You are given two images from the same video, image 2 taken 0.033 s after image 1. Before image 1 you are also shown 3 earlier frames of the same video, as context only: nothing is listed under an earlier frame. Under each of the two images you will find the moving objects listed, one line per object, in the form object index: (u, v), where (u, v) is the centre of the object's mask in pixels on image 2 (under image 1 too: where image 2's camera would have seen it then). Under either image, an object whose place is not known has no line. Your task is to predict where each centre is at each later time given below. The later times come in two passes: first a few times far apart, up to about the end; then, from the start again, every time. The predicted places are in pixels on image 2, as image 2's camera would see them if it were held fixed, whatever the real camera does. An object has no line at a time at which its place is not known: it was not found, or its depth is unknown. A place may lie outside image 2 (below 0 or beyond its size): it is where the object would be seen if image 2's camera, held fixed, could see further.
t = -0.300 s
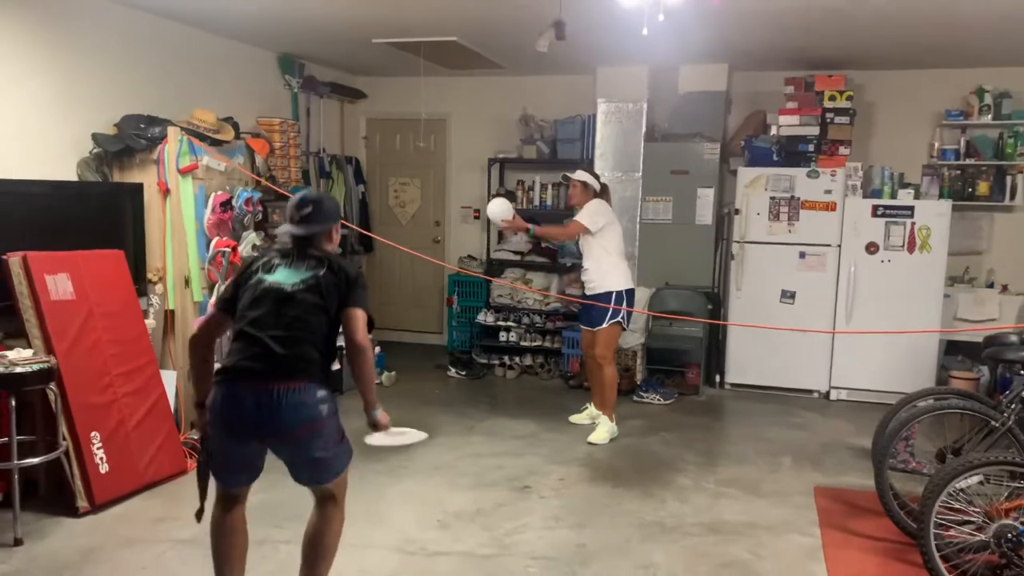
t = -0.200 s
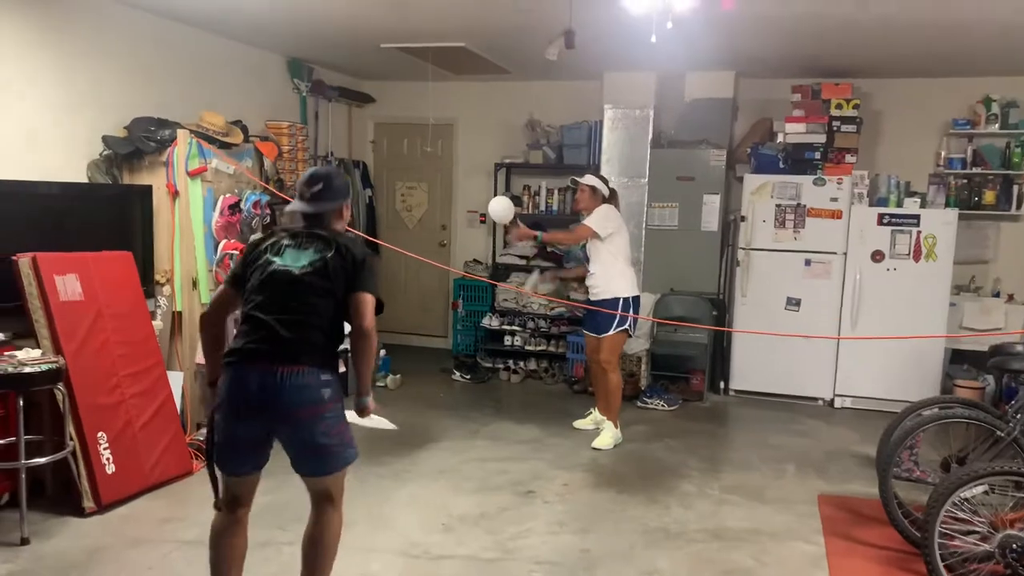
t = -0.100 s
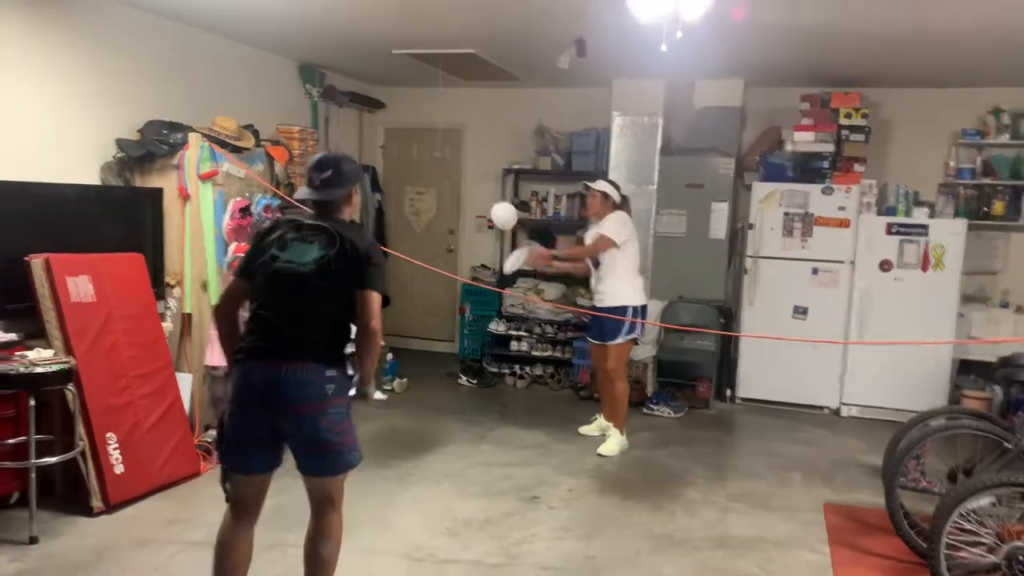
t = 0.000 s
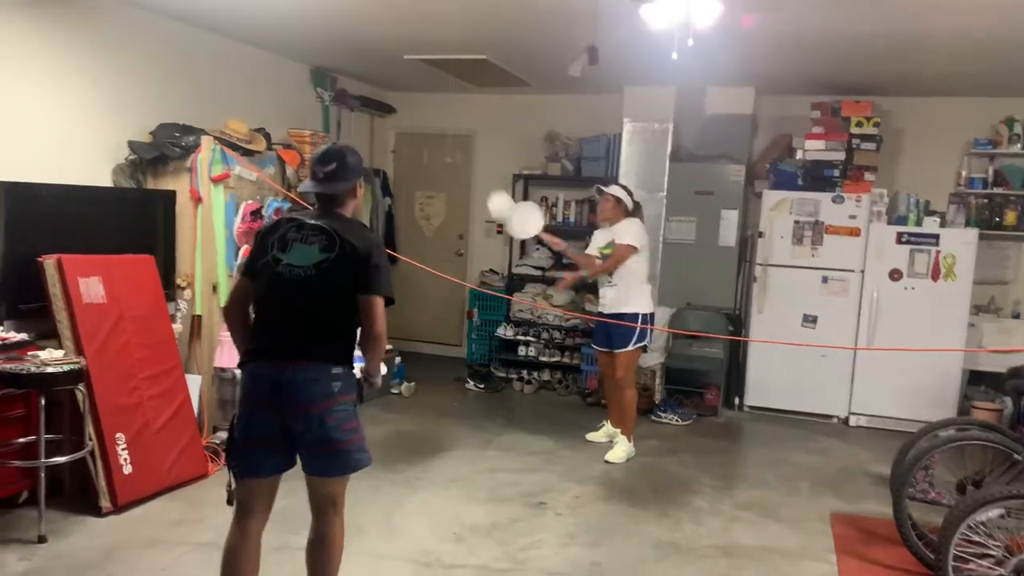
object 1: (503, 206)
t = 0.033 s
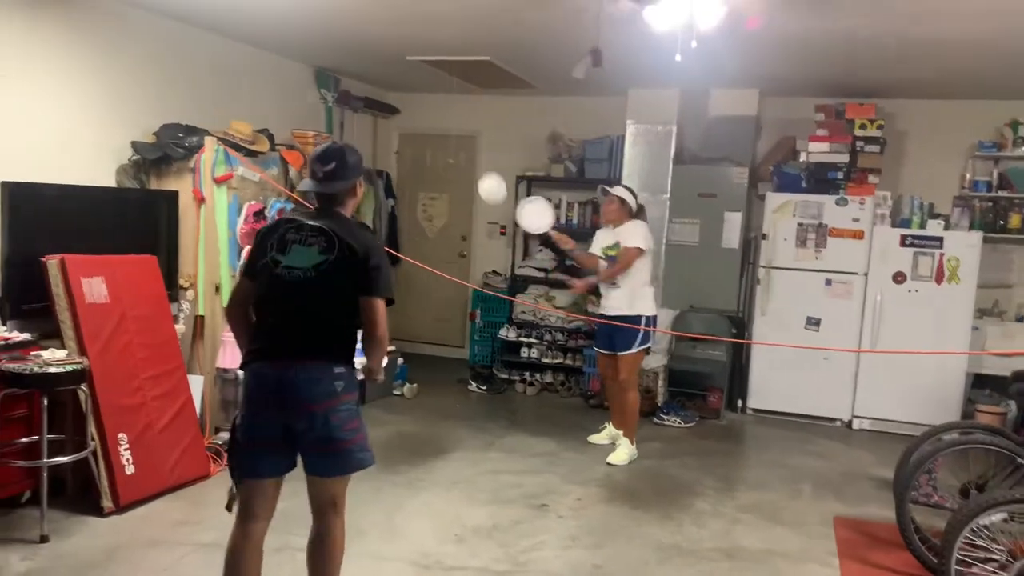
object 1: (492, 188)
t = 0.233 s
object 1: (471, 98)
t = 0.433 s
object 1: (463, 62)
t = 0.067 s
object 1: (481, 170)
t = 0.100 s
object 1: (473, 152)
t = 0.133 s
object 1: (469, 136)
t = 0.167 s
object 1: (469, 122)
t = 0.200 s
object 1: (469, 109)
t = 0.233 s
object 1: (471, 98)
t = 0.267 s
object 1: (471, 88)
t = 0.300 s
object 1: (470, 79)
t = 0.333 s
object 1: (469, 73)
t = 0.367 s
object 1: (468, 68)
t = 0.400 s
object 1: (466, 64)
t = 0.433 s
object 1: (463, 62)
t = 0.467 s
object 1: (461, 62)
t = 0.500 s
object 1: (459, 63)
